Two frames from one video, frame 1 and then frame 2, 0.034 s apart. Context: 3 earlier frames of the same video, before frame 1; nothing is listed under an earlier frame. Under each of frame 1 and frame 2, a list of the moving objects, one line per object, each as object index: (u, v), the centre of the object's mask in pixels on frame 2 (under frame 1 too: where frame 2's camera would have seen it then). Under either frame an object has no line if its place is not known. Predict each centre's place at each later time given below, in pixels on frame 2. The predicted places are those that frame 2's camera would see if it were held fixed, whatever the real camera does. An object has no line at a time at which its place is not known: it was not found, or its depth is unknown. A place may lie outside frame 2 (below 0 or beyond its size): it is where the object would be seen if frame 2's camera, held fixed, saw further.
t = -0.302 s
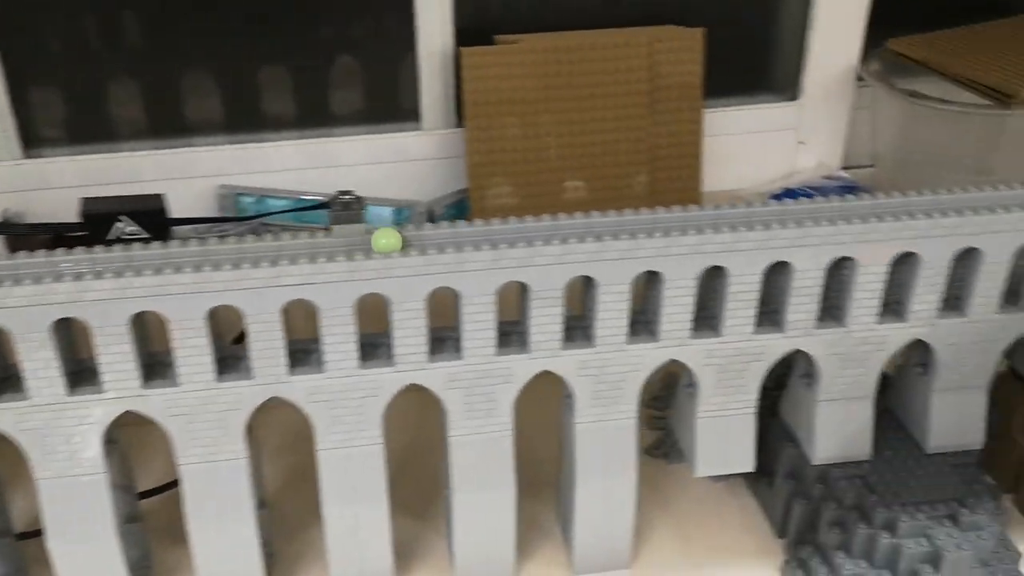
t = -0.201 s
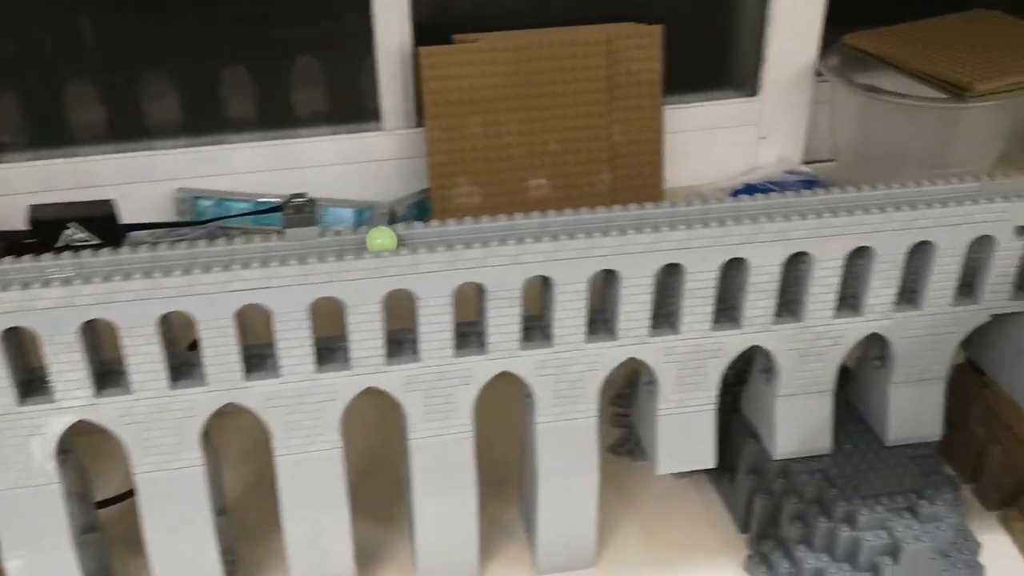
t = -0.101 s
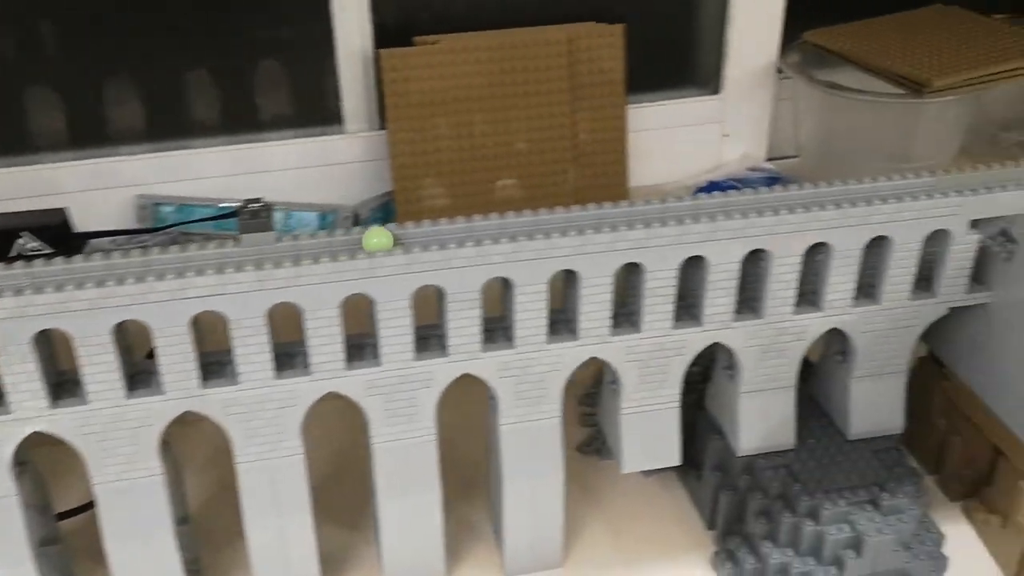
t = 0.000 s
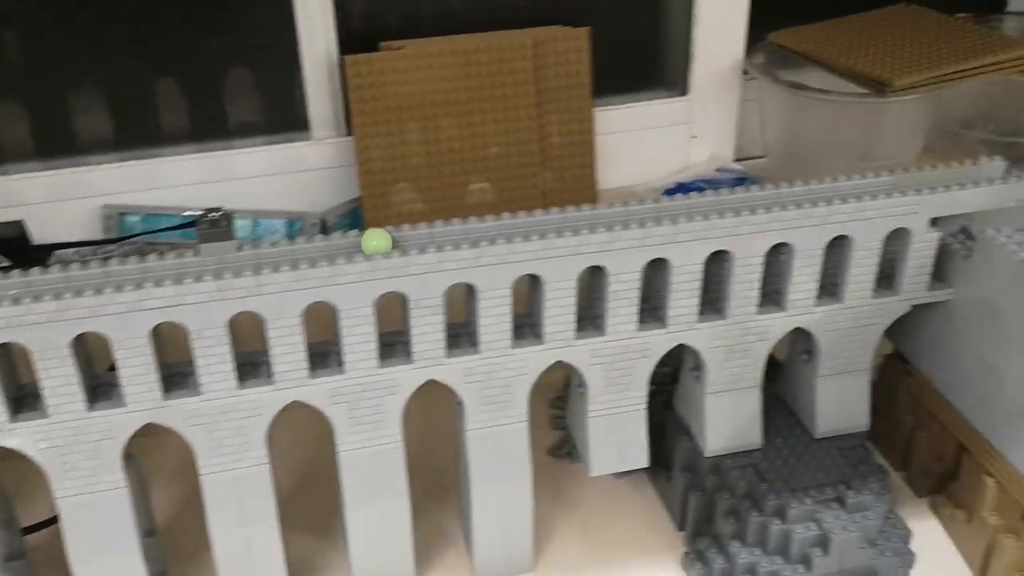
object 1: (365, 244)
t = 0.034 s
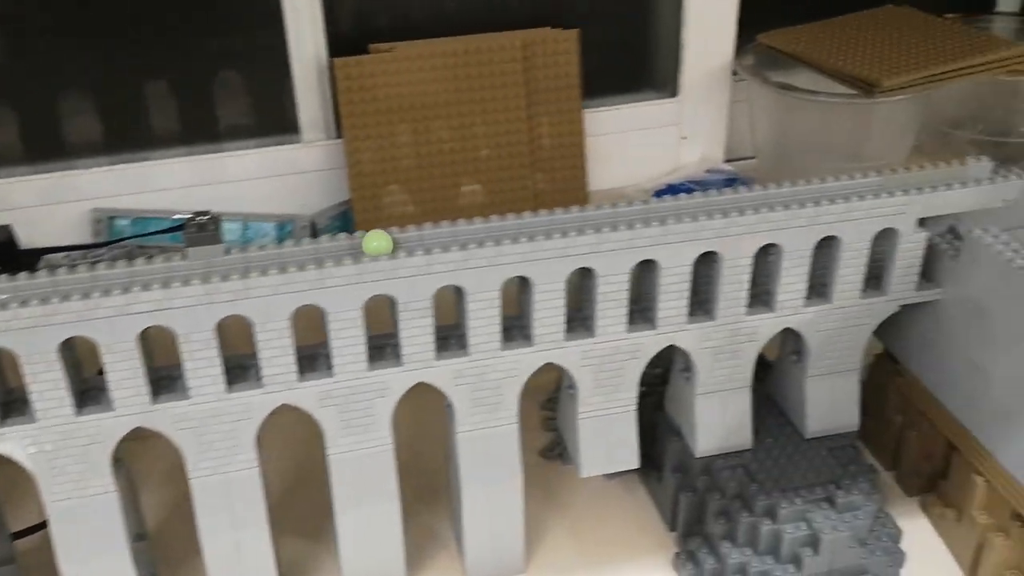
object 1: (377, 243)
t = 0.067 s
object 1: (390, 241)
